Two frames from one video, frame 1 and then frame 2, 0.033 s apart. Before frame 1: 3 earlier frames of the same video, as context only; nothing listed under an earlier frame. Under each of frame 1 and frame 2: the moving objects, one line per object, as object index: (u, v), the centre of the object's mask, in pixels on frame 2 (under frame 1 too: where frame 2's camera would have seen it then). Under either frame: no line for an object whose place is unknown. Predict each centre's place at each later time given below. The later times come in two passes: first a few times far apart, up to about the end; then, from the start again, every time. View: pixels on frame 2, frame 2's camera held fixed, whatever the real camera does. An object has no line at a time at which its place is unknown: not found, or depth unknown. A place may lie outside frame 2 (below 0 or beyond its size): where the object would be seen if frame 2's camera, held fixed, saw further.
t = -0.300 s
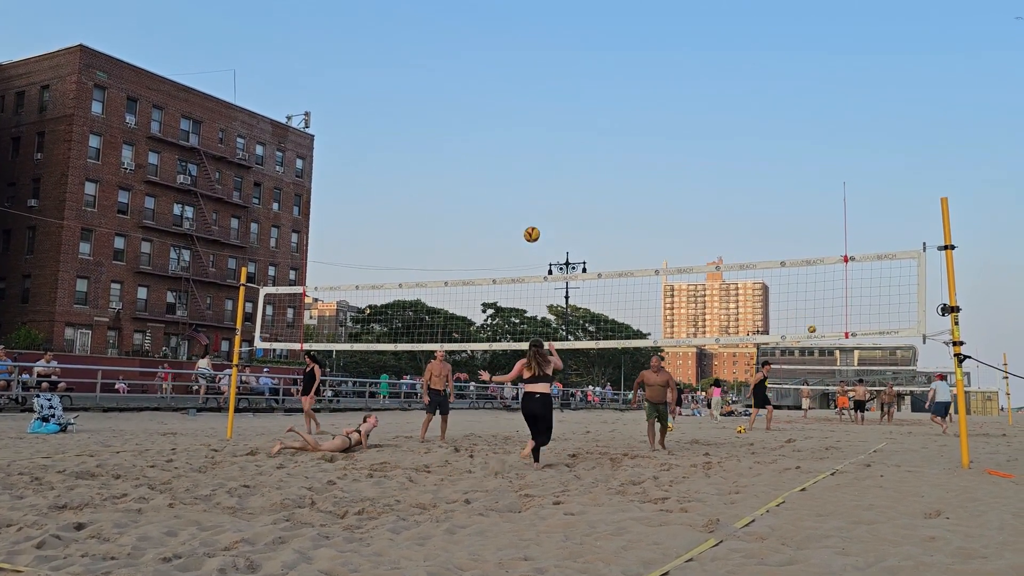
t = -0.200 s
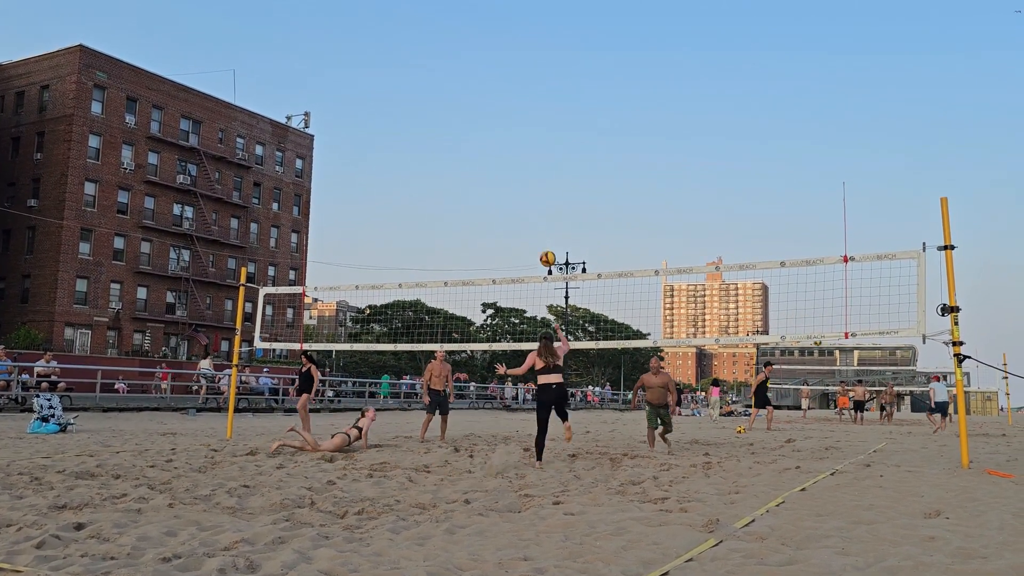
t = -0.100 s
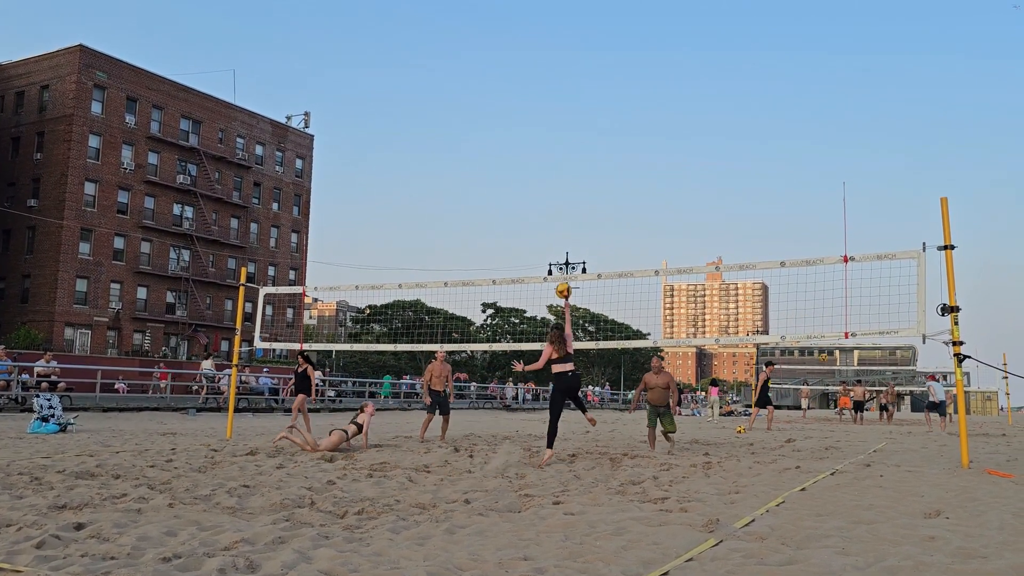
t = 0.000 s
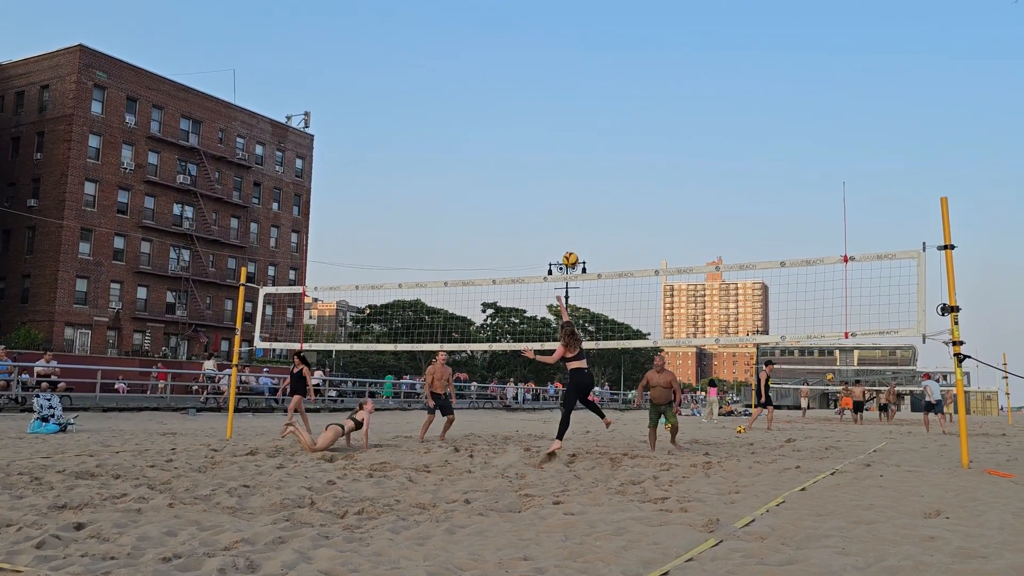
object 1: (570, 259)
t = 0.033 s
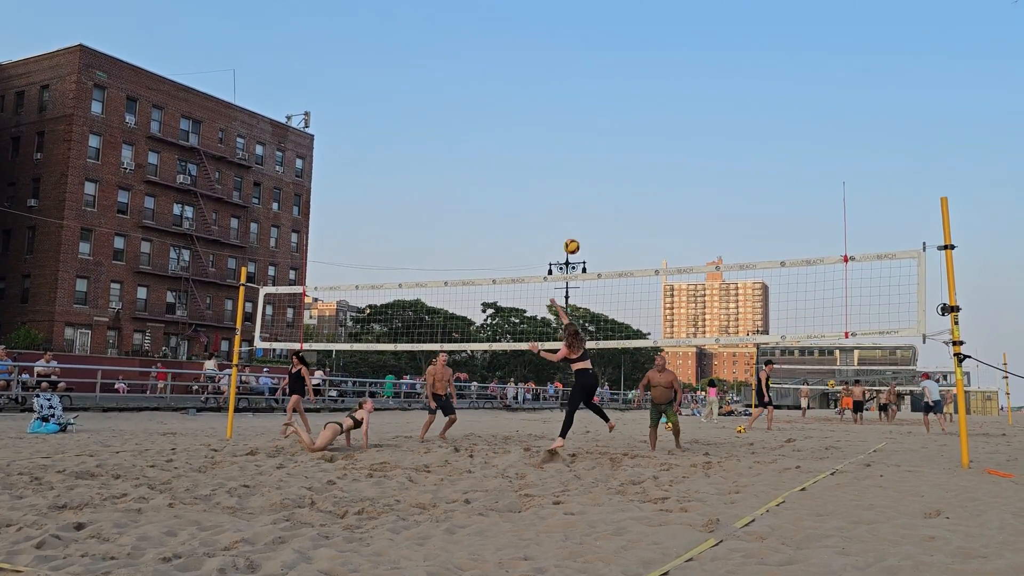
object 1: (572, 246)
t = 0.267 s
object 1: (579, 180)
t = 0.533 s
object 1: (586, 157)
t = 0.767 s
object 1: (591, 173)
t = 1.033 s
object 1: (593, 229)
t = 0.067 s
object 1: (573, 234)
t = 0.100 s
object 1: (574, 222)
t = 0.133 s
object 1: (575, 212)
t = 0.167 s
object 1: (576, 203)
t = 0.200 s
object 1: (577, 194)
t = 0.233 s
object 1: (579, 187)
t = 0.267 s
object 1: (579, 180)
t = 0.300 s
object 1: (580, 174)
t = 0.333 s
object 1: (581, 169)
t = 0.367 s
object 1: (582, 165)
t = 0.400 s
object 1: (583, 162)
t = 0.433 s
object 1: (584, 159)
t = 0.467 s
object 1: (585, 158)
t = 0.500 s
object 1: (586, 157)
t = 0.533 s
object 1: (586, 157)
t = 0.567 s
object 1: (587, 157)
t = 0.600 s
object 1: (587, 158)
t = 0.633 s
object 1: (588, 159)
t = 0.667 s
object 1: (589, 162)
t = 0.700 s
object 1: (589, 165)
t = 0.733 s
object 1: (590, 169)
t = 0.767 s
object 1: (591, 173)
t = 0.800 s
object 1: (591, 178)
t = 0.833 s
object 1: (591, 184)
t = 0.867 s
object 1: (592, 189)
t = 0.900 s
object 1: (592, 196)
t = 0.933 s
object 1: (593, 204)
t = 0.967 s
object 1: (593, 212)
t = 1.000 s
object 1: (593, 220)
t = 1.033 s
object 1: (593, 229)
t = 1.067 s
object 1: (594, 239)
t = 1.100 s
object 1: (594, 248)
